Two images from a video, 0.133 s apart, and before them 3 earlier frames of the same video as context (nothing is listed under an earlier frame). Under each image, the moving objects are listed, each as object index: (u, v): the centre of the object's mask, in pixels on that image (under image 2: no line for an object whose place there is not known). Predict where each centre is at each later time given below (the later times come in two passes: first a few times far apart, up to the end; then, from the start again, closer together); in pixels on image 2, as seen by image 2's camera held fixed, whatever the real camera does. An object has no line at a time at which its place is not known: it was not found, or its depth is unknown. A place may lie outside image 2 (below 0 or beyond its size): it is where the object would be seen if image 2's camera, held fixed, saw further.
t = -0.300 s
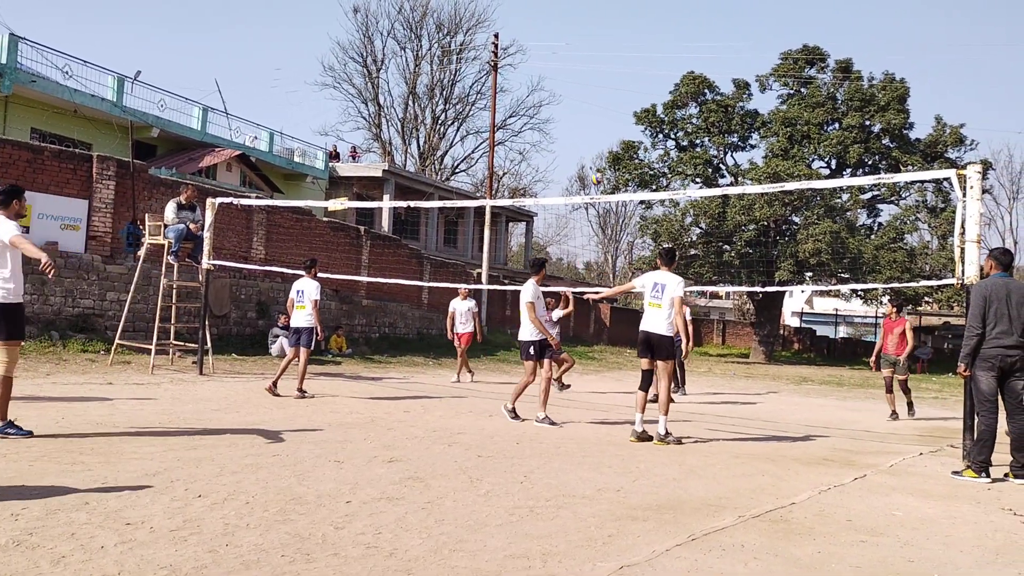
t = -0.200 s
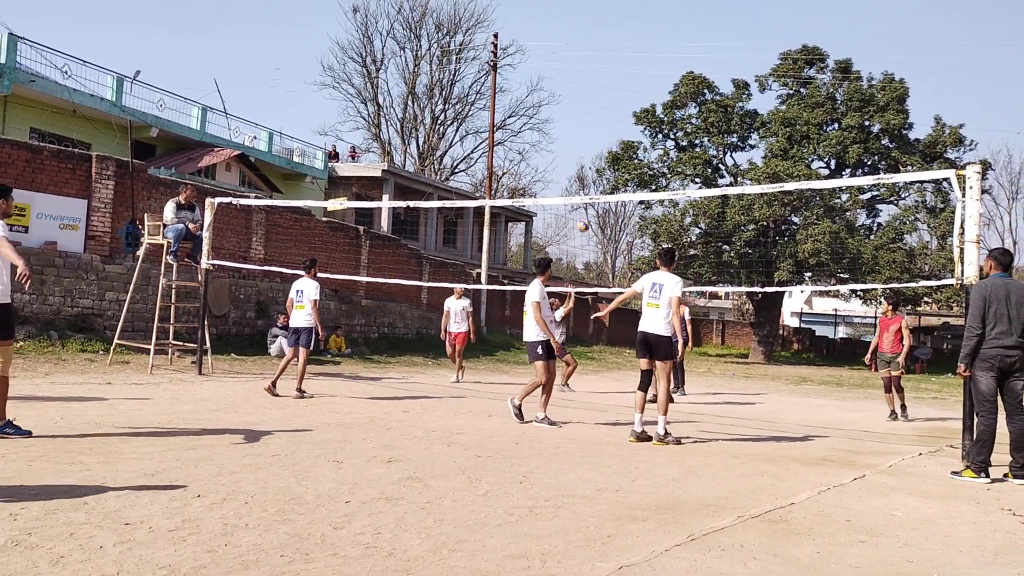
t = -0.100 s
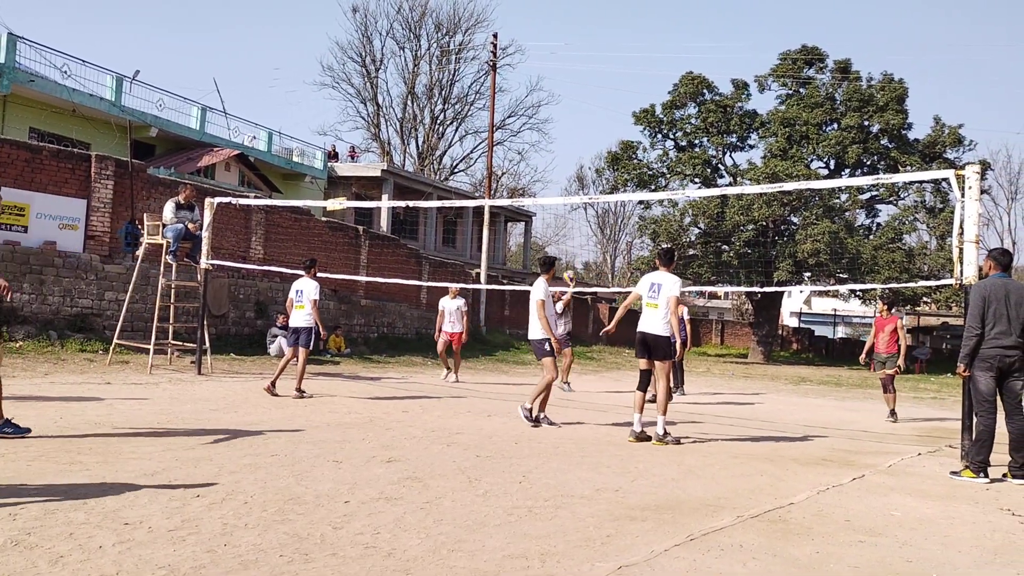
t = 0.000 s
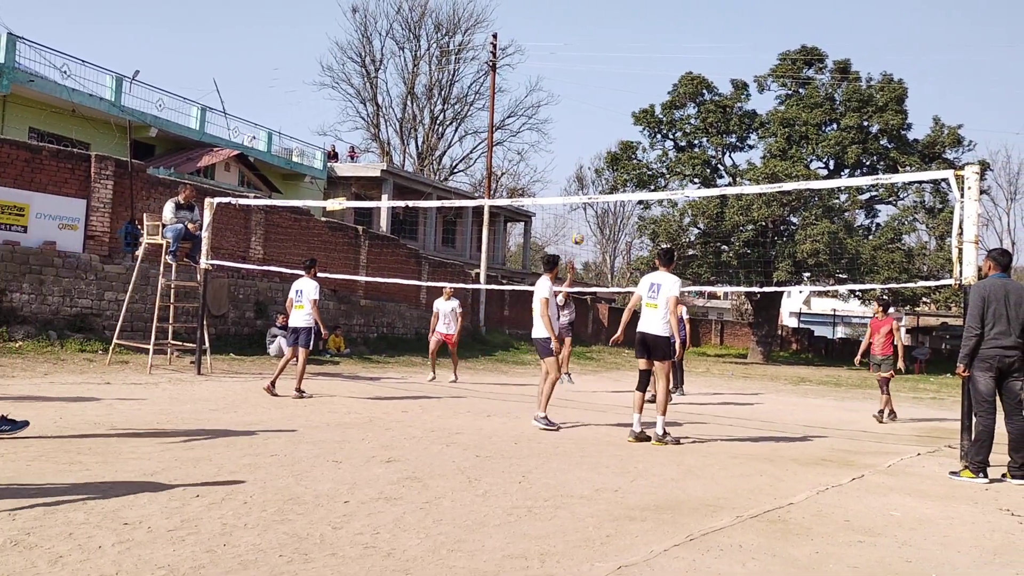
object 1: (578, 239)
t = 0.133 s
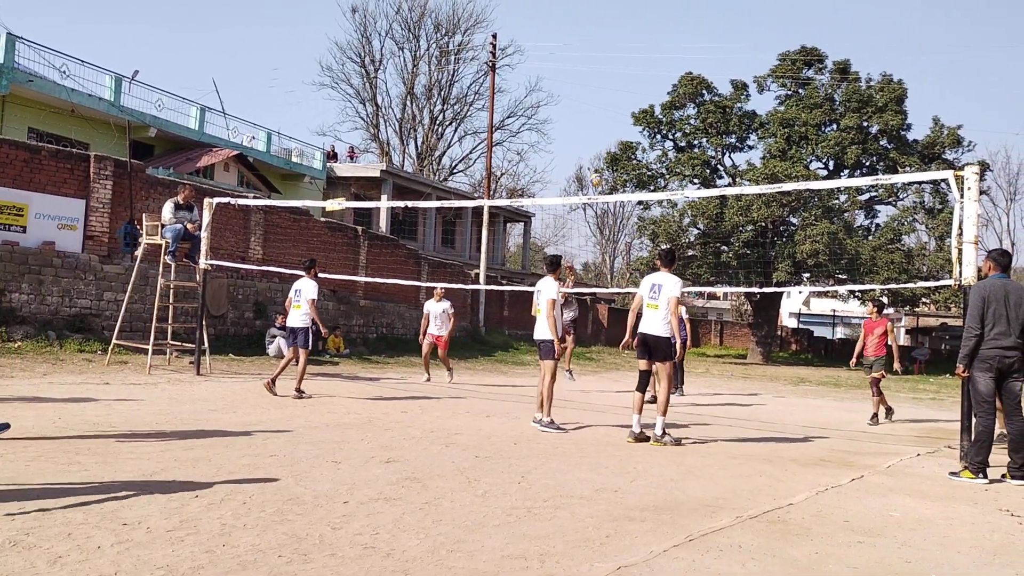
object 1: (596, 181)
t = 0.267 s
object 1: (615, 128)
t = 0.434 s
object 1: (640, 73)
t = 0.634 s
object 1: (671, 27)
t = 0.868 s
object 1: (710, 6)
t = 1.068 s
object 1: (747, 20)
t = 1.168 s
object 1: (765, 41)
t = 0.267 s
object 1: (615, 128)
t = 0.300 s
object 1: (620, 116)
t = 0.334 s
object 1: (625, 104)
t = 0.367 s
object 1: (630, 93)
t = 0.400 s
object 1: (635, 83)
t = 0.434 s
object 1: (640, 73)
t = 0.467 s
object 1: (645, 63)
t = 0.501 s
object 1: (650, 55)
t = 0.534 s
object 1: (655, 47)
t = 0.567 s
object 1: (661, 40)
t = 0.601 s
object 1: (666, 33)
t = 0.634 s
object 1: (671, 27)
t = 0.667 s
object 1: (677, 22)
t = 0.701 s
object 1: (682, 18)
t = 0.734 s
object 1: (687, 14)
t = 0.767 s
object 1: (693, 10)
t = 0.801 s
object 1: (698, 8)
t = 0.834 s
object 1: (704, 7)
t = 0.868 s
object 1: (710, 6)
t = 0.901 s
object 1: (716, 6)
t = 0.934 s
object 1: (722, 7)
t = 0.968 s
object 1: (727, 9)
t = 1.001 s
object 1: (734, 12)
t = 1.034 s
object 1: (740, 16)
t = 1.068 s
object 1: (747, 20)
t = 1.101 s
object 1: (753, 26)
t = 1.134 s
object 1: (759, 33)
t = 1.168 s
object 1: (765, 41)
